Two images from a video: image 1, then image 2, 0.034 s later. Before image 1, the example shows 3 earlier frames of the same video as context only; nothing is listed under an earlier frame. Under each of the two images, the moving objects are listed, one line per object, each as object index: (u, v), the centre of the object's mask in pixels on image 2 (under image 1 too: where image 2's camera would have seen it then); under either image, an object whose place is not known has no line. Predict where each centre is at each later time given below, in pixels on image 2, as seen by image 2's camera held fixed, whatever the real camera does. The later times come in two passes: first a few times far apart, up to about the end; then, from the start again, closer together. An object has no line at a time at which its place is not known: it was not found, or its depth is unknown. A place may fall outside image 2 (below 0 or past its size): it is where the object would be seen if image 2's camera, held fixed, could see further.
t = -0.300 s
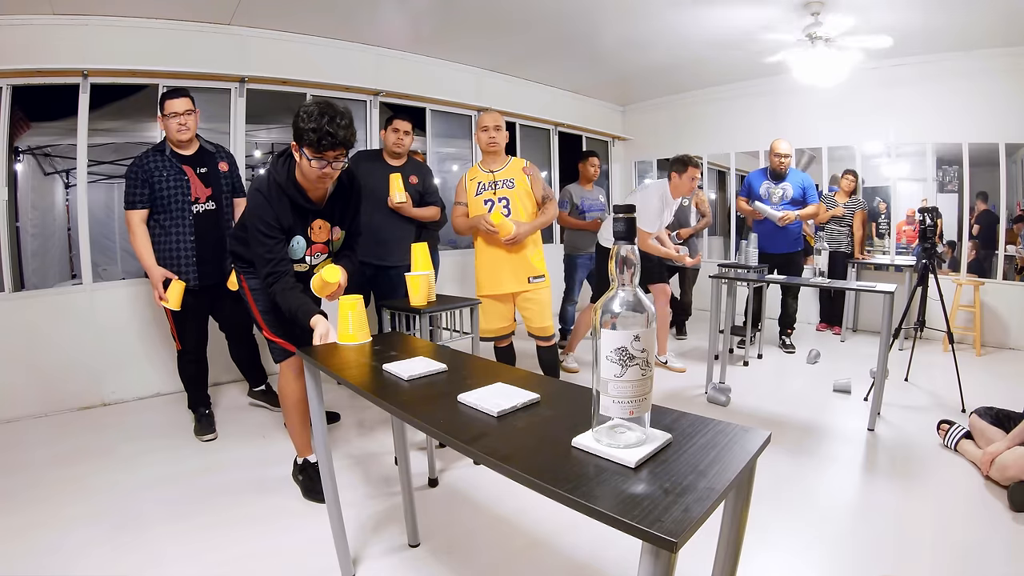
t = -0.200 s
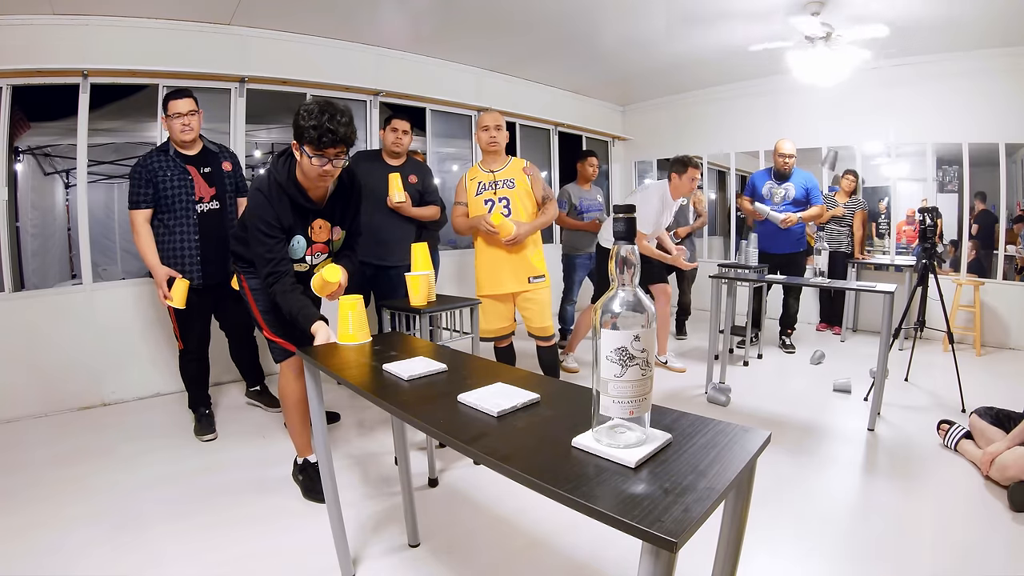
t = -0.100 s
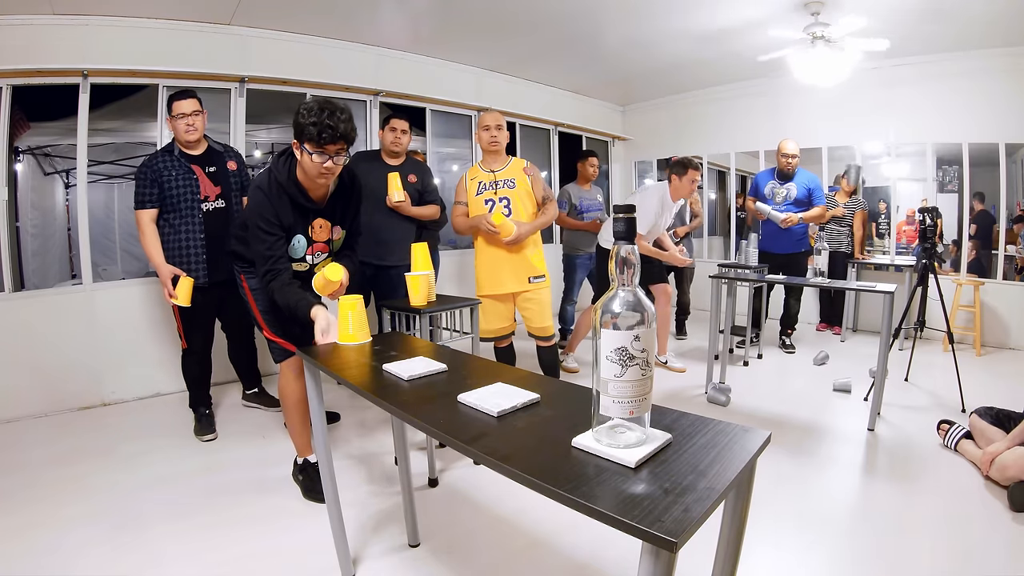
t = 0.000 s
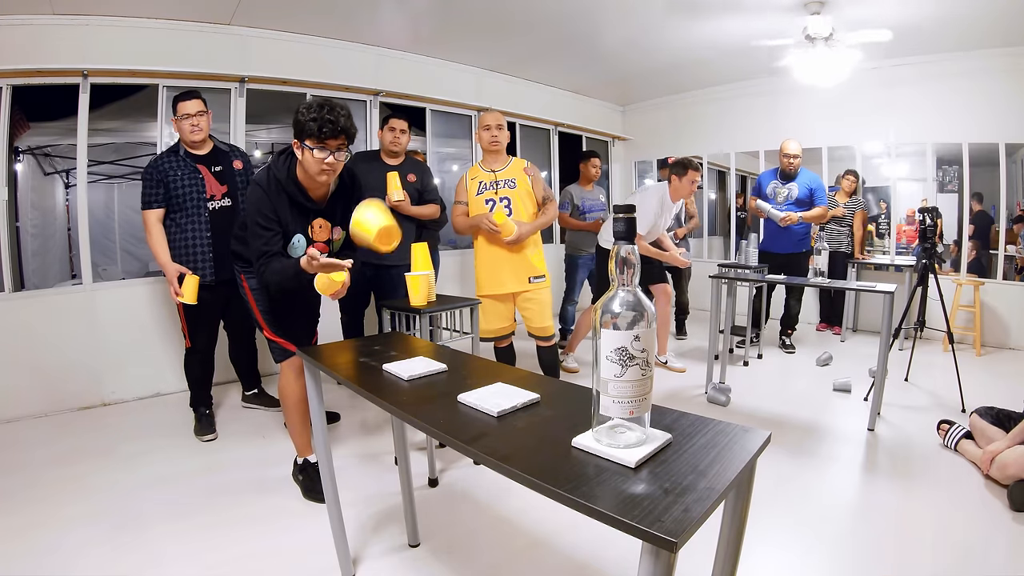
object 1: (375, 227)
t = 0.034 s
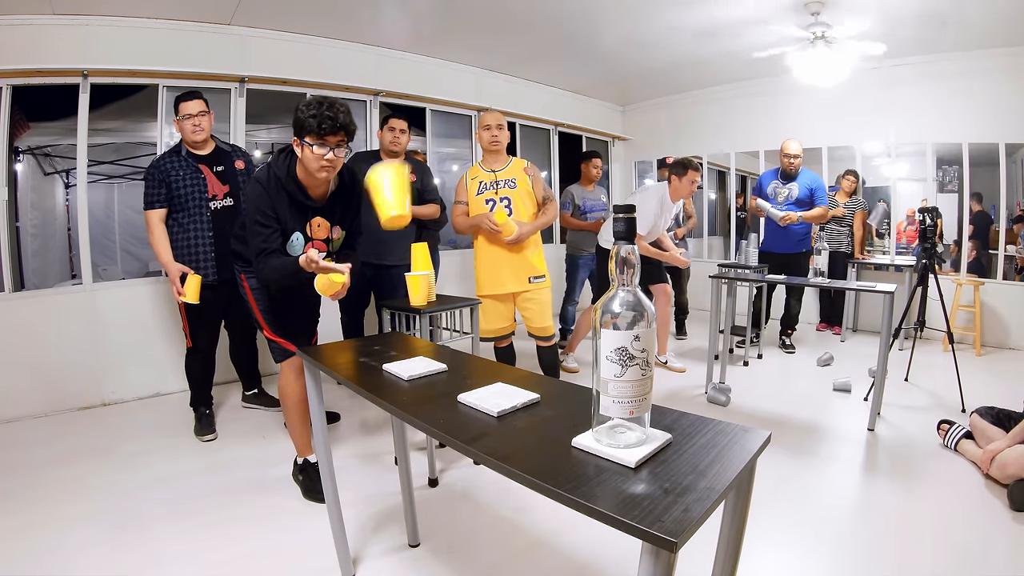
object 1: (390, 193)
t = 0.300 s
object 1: (561, 72)
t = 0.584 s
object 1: (823, 530)
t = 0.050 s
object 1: (399, 178)
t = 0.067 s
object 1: (407, 165)
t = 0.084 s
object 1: (417, 147)
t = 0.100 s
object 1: (427, 134)
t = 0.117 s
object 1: (438, 123)
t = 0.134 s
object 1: (449, 115)
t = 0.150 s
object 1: (458, 109)
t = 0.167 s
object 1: (466, 100)
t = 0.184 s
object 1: (475, 92)
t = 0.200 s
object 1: (485, 83)
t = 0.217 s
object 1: (497, 76)
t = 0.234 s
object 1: (509, 74)
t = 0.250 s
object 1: (521, 72)
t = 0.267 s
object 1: (533, 72)
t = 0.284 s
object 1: (547, 72)
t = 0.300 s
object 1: (561, 72)
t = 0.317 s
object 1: (579, 76)
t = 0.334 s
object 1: (596, 84)
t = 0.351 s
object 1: (614, 93)
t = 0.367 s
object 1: (631, 107)
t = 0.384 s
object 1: (649, 125)
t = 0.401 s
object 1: (669, 142)
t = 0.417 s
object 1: (690, 165)
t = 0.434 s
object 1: (711, 193)
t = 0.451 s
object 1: (729, 226)
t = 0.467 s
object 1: (746, 259)
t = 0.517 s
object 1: (787, 375)
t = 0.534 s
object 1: (797, 413)
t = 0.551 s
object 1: (805, 454)
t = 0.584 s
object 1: (823, 530)
